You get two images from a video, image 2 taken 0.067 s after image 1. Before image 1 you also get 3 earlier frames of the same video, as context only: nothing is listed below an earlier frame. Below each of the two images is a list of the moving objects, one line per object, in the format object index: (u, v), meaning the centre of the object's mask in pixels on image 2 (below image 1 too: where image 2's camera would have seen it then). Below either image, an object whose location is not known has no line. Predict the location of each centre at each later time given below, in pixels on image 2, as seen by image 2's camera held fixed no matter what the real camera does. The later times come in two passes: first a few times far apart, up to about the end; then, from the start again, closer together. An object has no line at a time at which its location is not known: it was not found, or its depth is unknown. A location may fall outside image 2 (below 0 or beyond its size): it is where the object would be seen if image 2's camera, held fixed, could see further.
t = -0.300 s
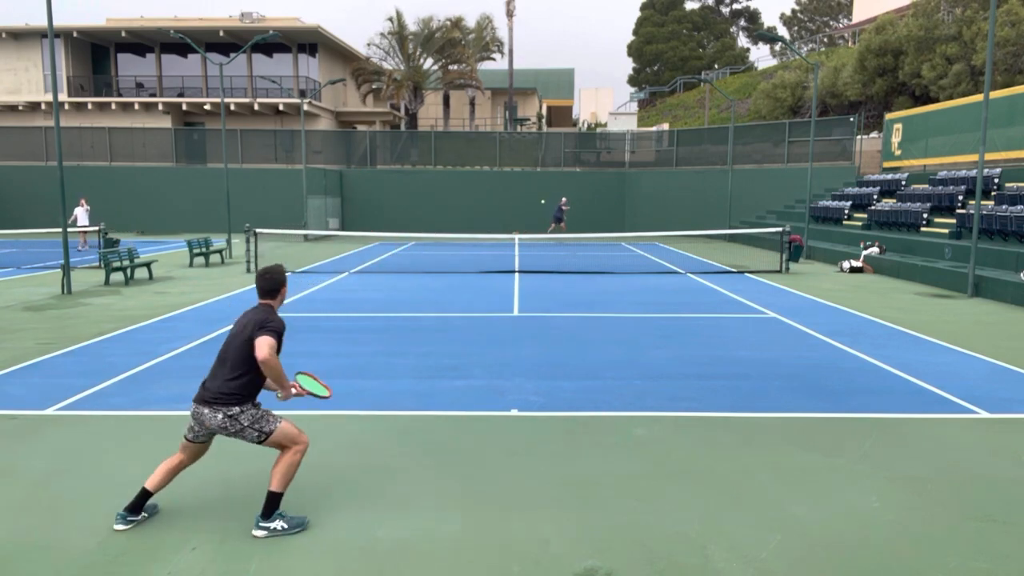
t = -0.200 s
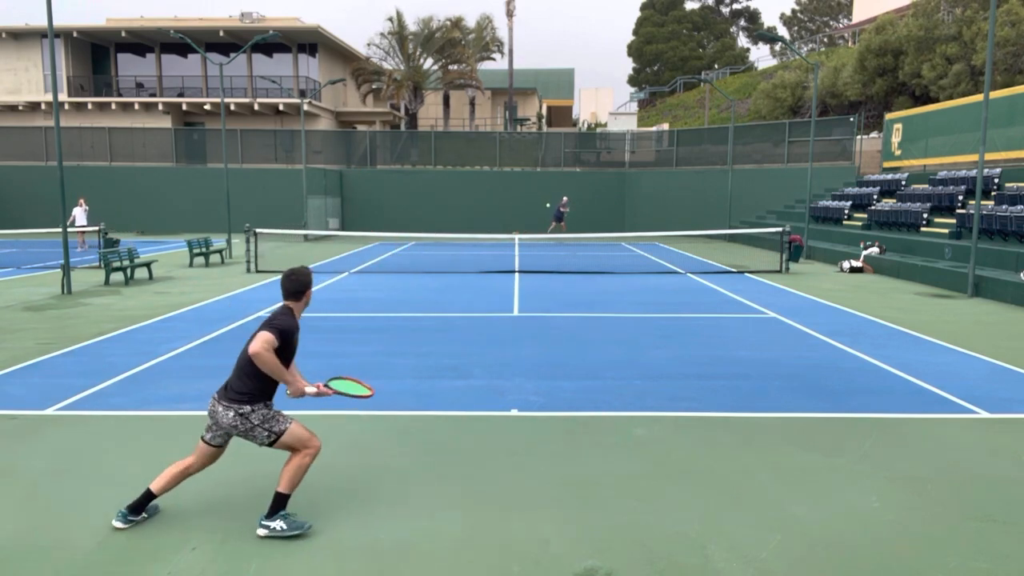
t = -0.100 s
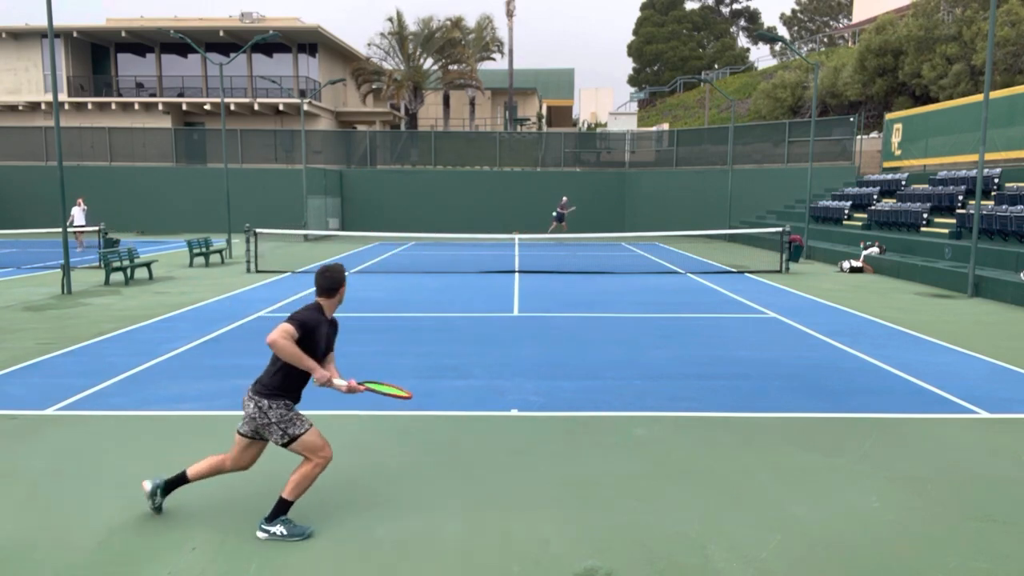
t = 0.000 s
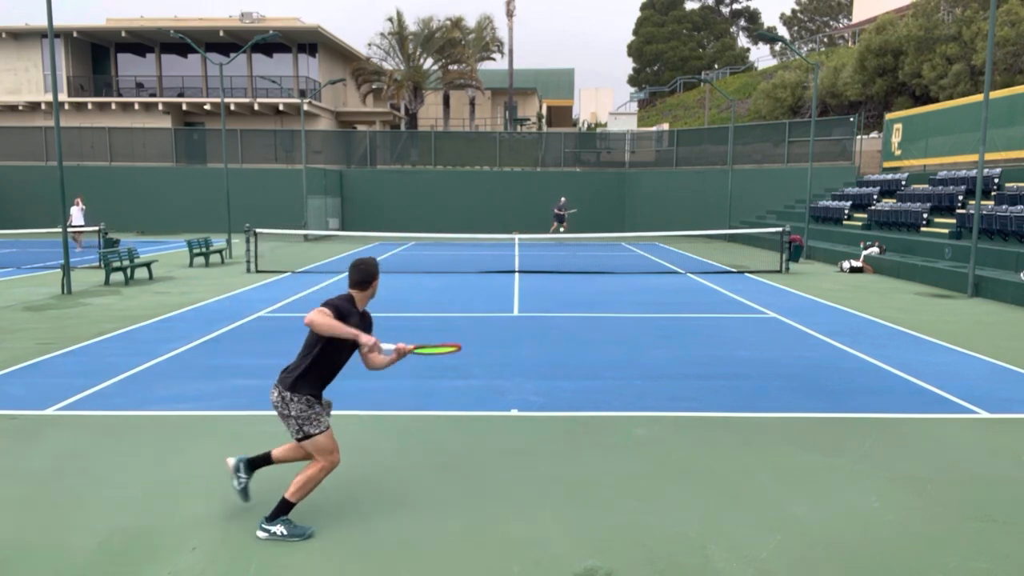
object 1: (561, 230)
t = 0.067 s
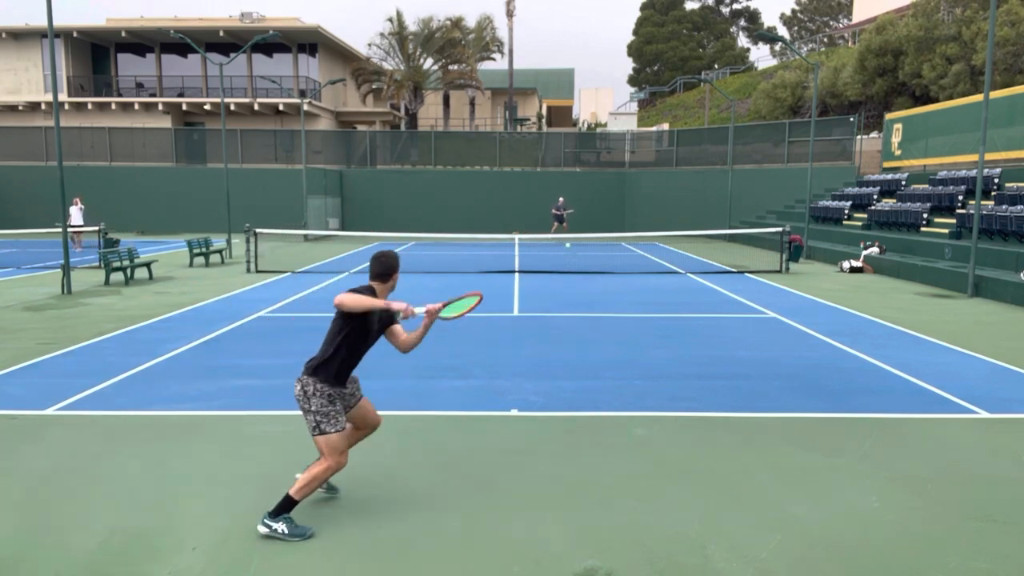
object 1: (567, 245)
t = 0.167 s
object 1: (578, 279)
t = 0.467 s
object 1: (623, 323)
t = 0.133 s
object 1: (574, 266)
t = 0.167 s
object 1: (578, 279)
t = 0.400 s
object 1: (611, 329)
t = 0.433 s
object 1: (617, 326)
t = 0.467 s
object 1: (623, 323)
